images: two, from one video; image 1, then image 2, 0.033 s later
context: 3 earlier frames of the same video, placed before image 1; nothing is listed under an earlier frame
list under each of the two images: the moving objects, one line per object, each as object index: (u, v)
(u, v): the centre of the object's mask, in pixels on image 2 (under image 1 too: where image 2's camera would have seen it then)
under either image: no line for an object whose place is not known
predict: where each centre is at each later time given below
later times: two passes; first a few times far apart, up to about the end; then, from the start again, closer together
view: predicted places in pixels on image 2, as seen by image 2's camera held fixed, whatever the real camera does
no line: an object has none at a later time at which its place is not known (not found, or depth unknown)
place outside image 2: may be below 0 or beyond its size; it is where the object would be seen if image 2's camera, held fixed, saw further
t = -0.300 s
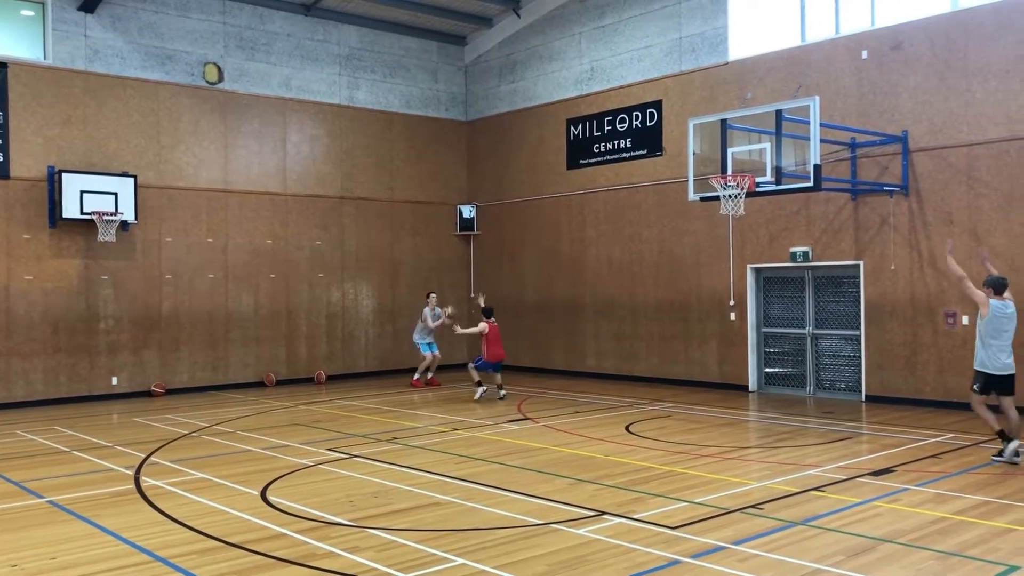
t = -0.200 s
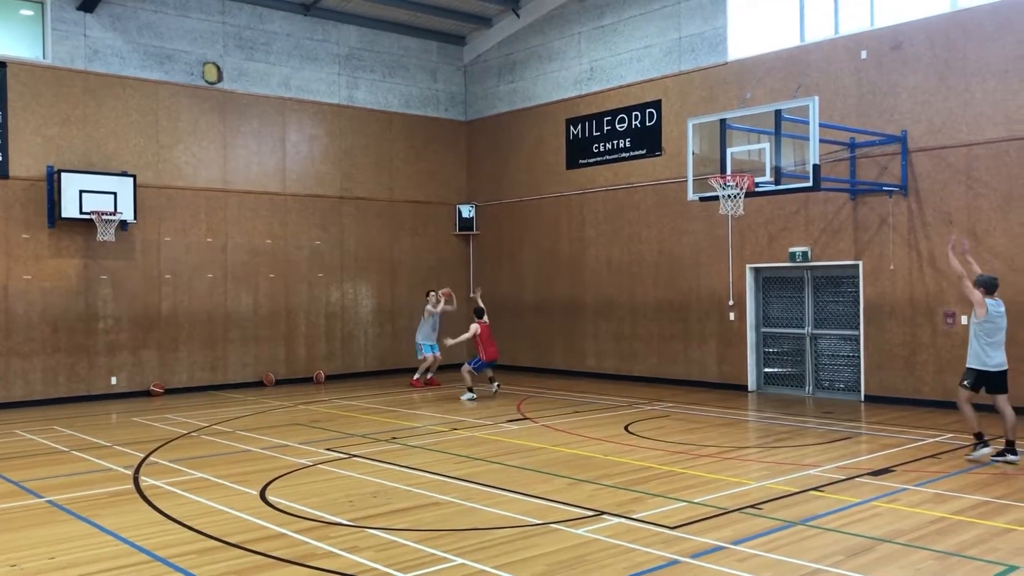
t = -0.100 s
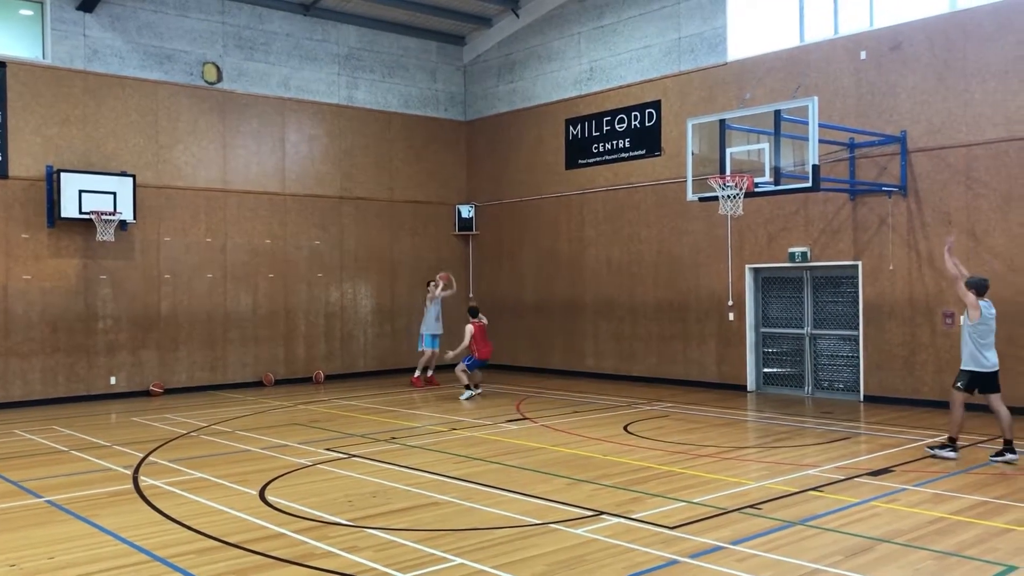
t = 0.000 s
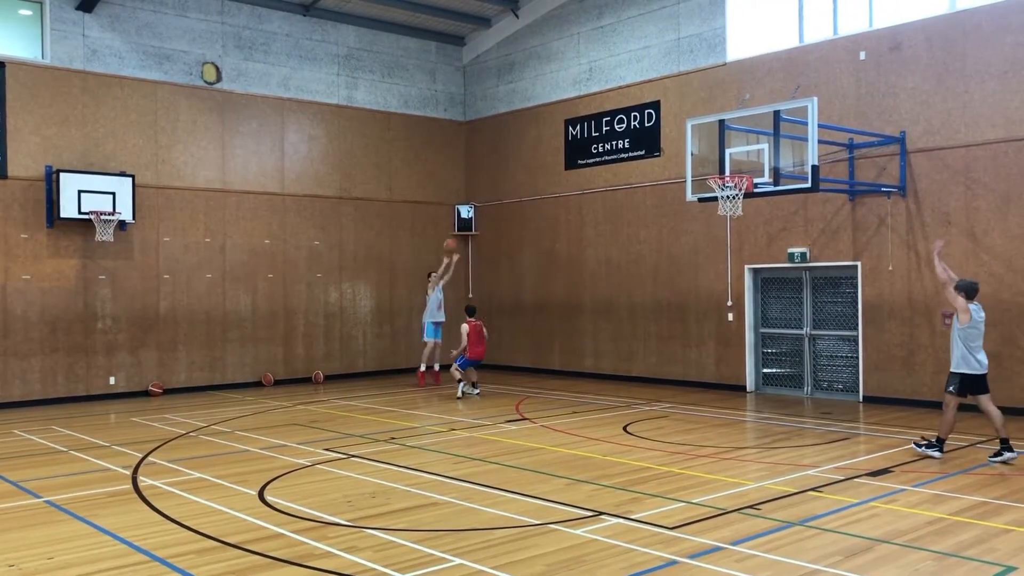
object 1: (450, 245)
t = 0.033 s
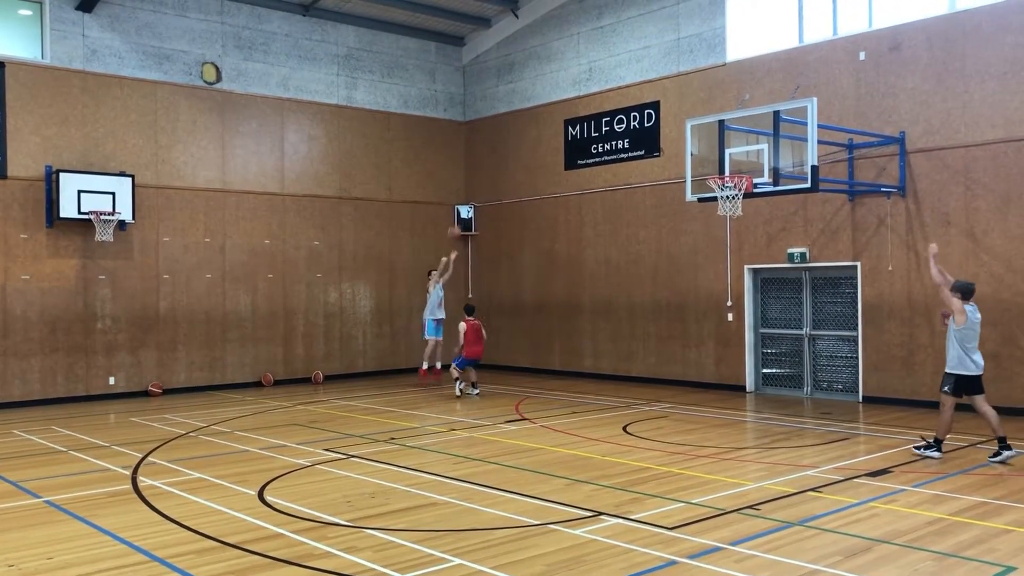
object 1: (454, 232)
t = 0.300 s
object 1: (497, 138)
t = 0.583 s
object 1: (545, 79)
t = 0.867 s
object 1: (602, 64)
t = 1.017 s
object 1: (637, 79)
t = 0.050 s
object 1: (456, 225)
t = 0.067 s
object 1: (458, 220)
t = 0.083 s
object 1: (462, 213)
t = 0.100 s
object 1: (465, 205)
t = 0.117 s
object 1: (467, 199)
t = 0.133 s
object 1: (470, 193)
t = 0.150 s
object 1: (472, 187)
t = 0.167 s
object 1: (475, 181)
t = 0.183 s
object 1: (477, 175)
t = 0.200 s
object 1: (480, 170)
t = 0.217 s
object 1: (483, 164)
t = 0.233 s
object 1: (486, 159)
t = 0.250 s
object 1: (488, 153)
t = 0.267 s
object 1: (491, 148)
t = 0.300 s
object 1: (497, 138)
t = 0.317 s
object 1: (500, 134)
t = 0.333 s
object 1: (502, 130)
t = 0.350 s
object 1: (505, 125)
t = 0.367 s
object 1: (508, 121)
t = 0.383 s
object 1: (511, 116)
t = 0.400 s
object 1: (514, 112)
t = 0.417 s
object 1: (516, 108)
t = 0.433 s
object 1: (518, 104)
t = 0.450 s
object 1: (521, 102)
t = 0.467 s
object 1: (524, 99)
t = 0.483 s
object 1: (527, 96)
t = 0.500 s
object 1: (530, 93)
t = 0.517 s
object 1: (533, 89)
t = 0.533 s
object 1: (536, 86)
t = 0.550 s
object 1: (539, 84)
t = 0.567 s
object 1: (542, 81)
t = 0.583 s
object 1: (545, 79)
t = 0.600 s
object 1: (548, 77)
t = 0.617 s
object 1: (552, 74)
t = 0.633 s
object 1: (555, 73)
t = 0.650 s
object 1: (558, 71)
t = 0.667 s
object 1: (561, 70)
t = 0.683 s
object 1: (564, 68)
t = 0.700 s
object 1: (567, 67)
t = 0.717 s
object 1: (571, 65)
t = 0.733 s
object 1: (574, 64)
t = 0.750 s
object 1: (578, 64)
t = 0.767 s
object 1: (582, 63)
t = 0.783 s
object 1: (585, 63)
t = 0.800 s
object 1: (589, 63)
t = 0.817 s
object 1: (592, 63)
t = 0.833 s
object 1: (595, 63)
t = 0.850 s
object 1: (599, 63)
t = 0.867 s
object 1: (602, 64)
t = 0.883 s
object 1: (606, 65)
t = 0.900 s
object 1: (610, 65)
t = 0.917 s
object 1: (613, 67)
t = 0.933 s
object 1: (617, 68)
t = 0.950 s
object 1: (621, 70)
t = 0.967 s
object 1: (625, 72)
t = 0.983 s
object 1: (629, 74)
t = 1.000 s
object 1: (632, 76)
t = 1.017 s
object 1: (637, 79)
